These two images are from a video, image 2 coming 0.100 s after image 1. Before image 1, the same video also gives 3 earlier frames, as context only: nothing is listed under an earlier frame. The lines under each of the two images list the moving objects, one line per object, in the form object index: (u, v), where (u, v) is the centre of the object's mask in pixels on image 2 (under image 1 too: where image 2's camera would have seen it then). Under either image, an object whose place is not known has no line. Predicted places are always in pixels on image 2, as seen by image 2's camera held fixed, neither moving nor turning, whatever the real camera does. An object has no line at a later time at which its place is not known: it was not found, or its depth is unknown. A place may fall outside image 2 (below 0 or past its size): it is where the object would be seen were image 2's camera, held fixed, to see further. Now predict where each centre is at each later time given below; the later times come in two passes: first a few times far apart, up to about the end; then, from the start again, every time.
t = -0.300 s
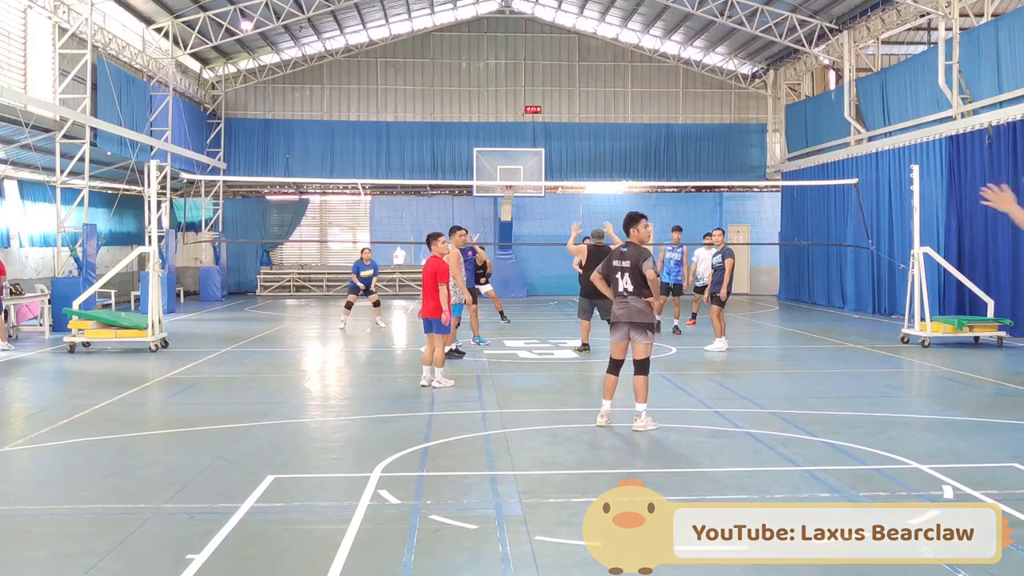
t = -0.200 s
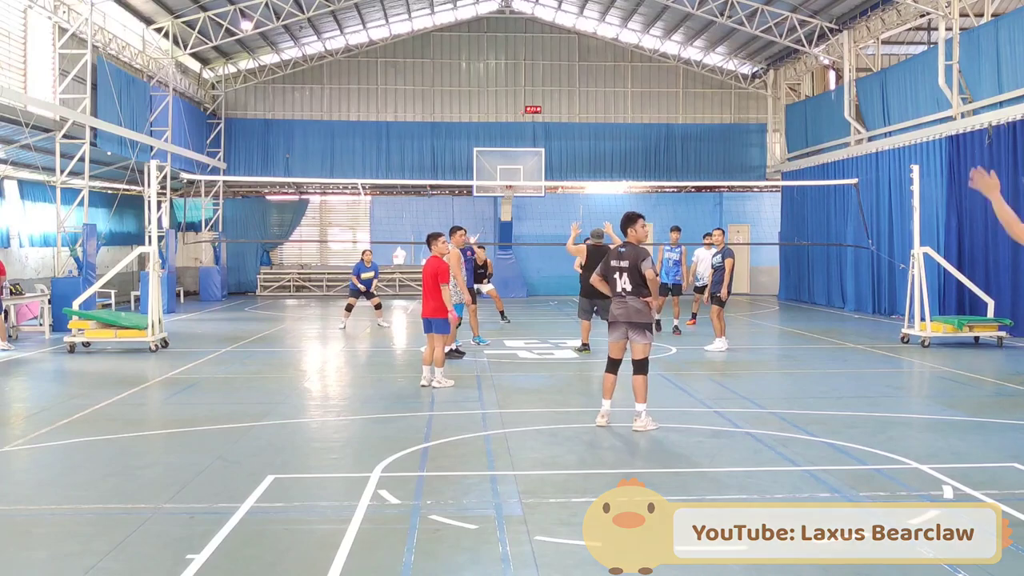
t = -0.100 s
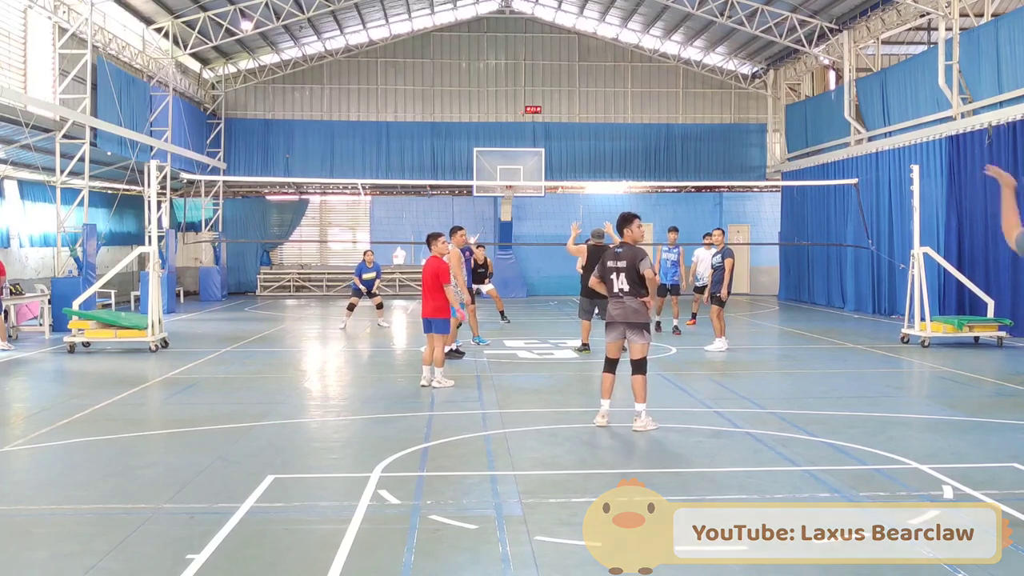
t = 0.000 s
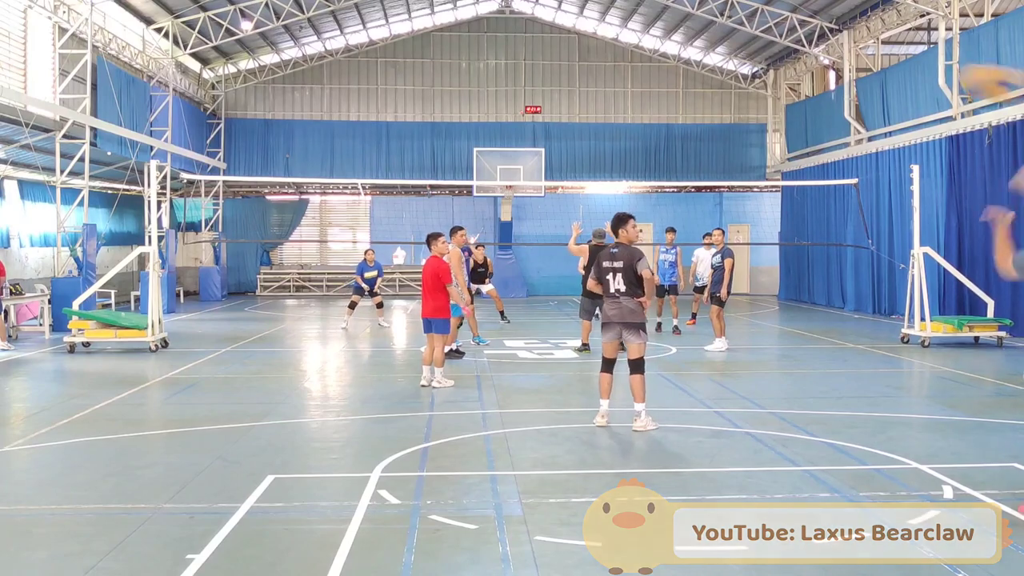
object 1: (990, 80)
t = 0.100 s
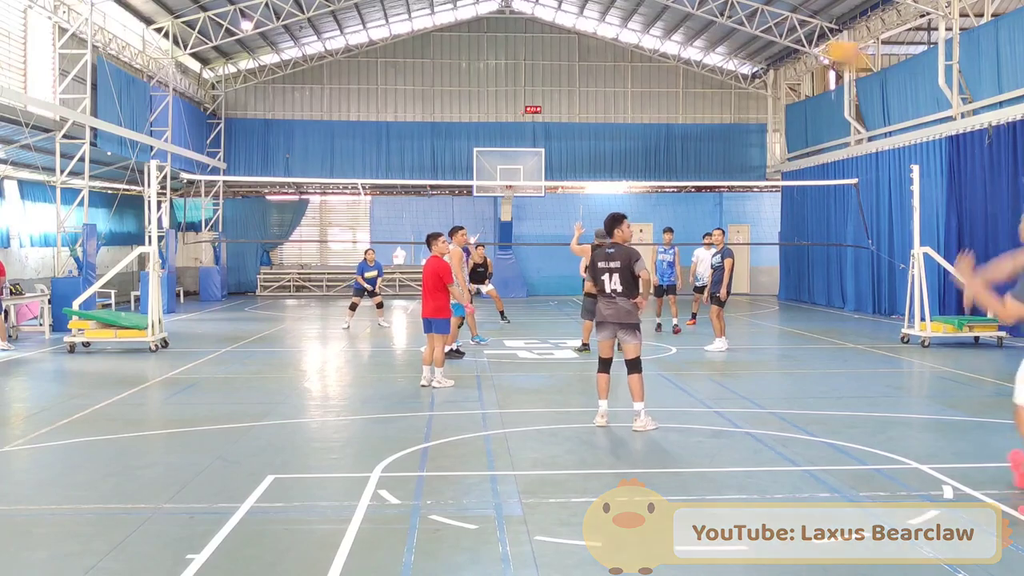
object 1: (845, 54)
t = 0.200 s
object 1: (728, 45)
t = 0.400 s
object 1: (544, 72)
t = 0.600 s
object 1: (409, 131)
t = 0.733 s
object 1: (337, 180)
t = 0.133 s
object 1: (802, 52)
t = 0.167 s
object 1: (763, 50)
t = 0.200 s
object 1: (728, 45)
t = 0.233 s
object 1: (695, 48)
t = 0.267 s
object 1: (658, 54)
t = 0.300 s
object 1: (625, 56)
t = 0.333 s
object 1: (598, 59)
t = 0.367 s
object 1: (569, 65)
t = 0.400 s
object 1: (544, 72)
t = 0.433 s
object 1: (519, 80)
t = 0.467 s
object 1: (494, 89)
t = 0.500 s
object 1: (472, 97)
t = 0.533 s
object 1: (449, 109)
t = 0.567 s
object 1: (428, 120)
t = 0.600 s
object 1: (409, 131)
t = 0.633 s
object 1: (390, 143)
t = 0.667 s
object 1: (371, 156)
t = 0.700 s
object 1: (353, 168)
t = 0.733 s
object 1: (337, 180)
